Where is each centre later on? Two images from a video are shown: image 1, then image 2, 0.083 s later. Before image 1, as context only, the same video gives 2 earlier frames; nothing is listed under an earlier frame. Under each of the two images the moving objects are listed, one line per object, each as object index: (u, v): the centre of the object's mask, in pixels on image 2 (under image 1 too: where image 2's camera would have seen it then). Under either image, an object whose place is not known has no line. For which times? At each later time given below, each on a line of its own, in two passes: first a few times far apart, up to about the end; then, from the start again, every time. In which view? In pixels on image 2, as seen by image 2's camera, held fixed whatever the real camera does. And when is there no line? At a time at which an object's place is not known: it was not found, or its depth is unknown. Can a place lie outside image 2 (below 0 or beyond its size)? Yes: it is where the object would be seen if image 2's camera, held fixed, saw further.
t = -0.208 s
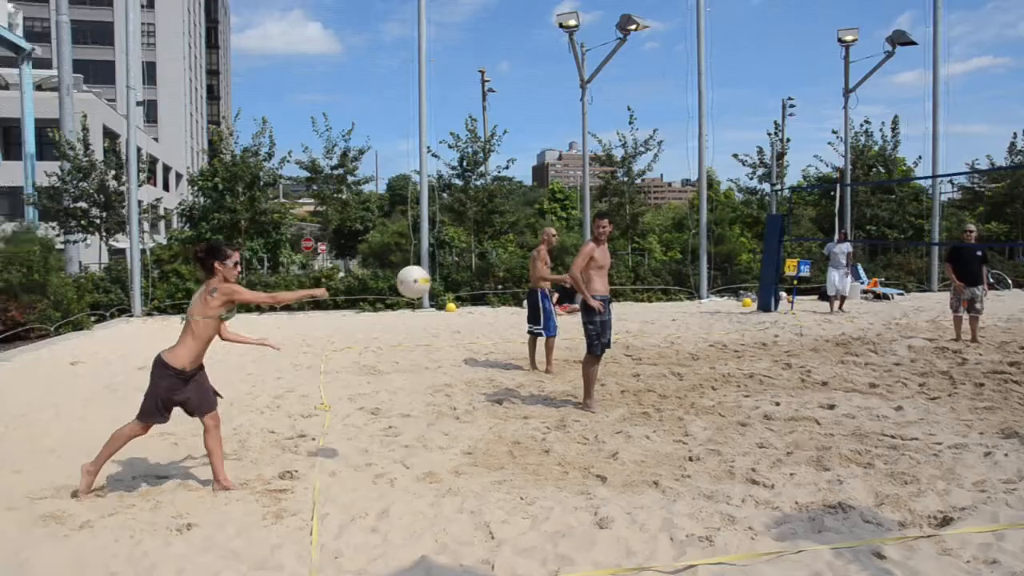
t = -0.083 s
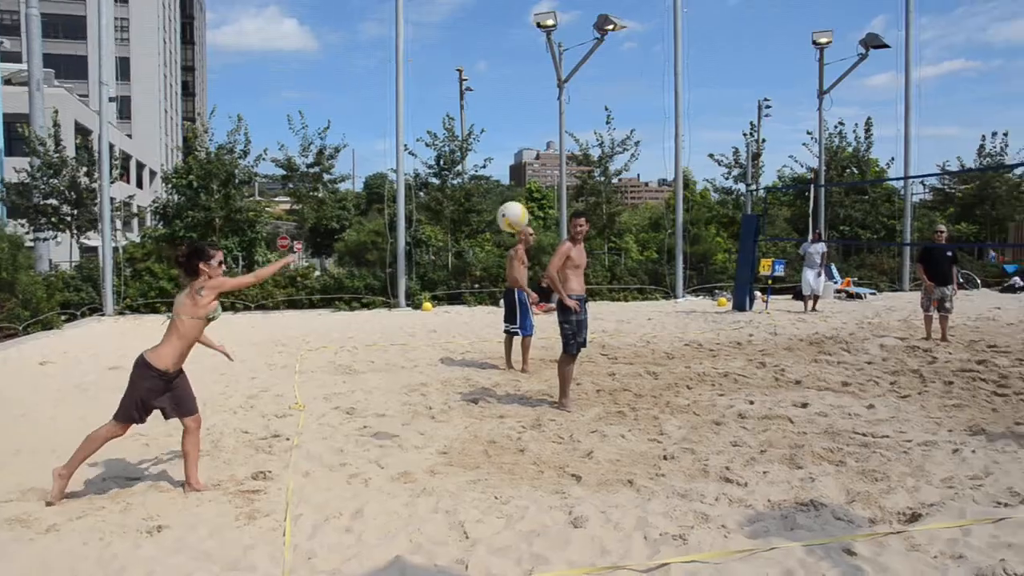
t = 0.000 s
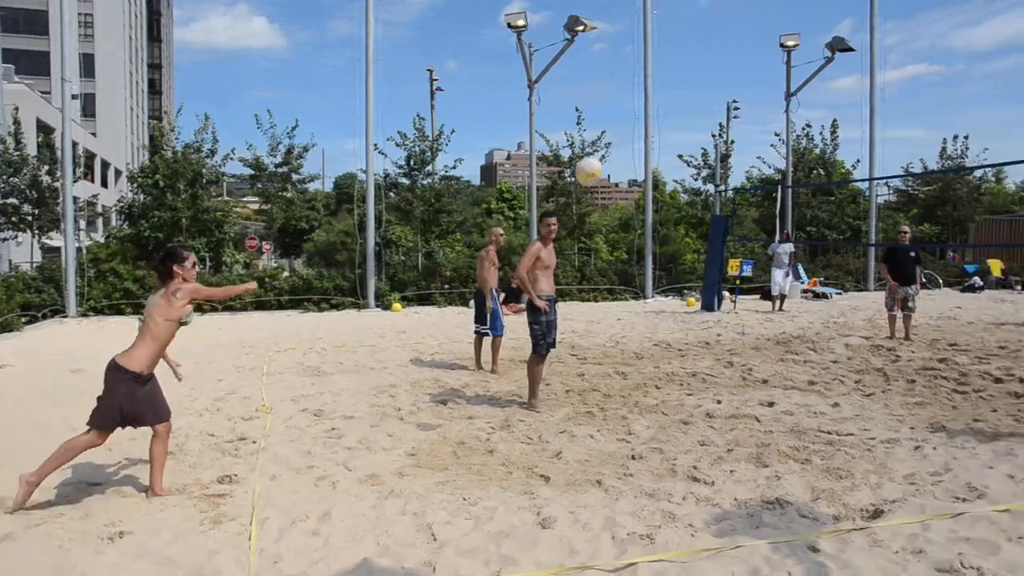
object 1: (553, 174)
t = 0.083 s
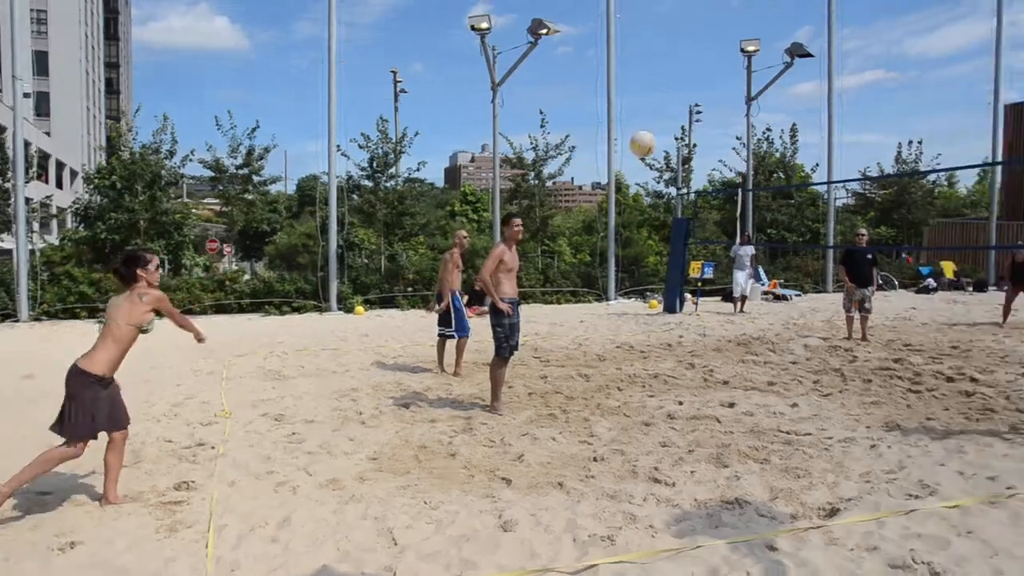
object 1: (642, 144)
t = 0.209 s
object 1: (754, 122)
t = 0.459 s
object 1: (921, 136)
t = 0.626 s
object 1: (1008, 172)
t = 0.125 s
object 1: (681, 134)
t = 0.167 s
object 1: (719, 127)
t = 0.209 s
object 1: (754, 122)
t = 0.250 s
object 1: (787, 121)
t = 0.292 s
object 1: (816, 120)
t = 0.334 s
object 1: (845, 122)
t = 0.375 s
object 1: (872, 126)
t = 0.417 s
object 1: (897, 130)
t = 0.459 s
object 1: (921, 136)
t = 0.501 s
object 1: (943, 145)
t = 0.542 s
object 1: (964, 154)
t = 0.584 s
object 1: (987, 157)
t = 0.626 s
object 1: (1008, 172)
